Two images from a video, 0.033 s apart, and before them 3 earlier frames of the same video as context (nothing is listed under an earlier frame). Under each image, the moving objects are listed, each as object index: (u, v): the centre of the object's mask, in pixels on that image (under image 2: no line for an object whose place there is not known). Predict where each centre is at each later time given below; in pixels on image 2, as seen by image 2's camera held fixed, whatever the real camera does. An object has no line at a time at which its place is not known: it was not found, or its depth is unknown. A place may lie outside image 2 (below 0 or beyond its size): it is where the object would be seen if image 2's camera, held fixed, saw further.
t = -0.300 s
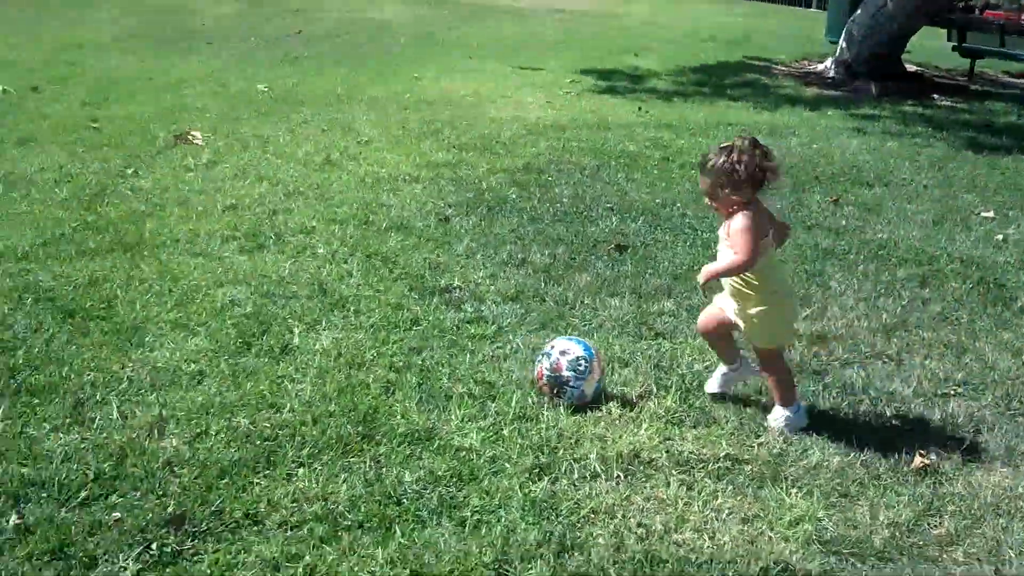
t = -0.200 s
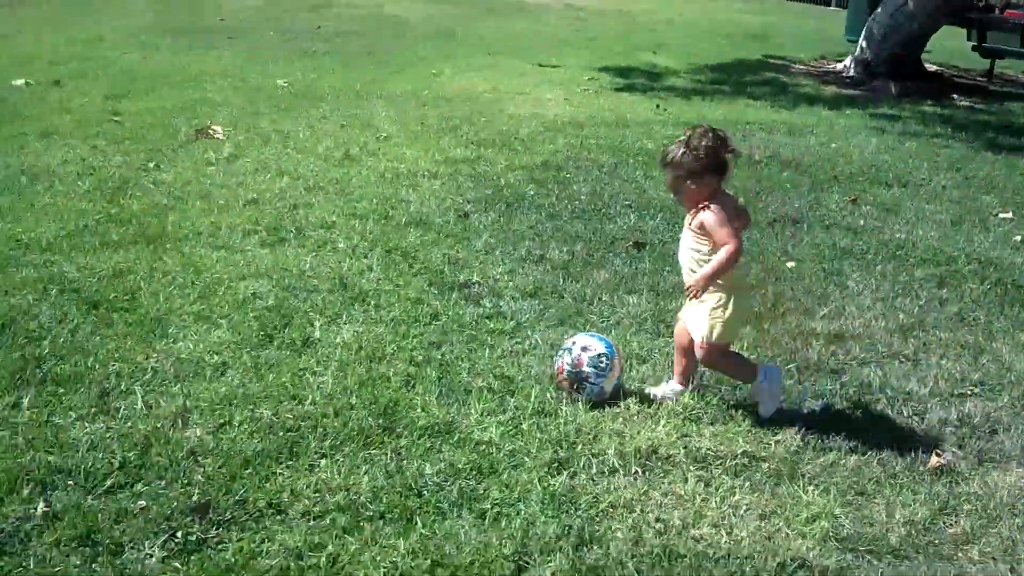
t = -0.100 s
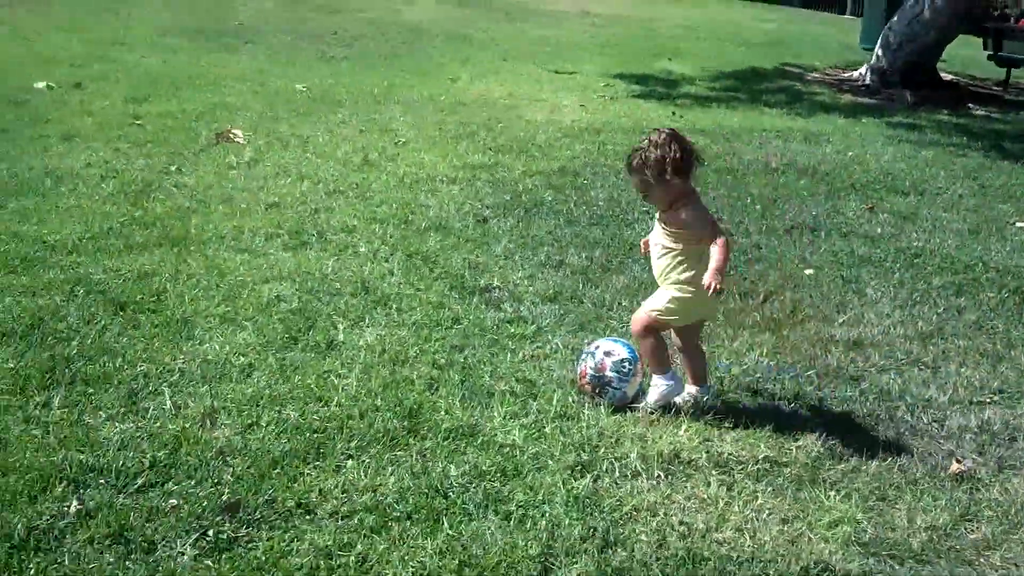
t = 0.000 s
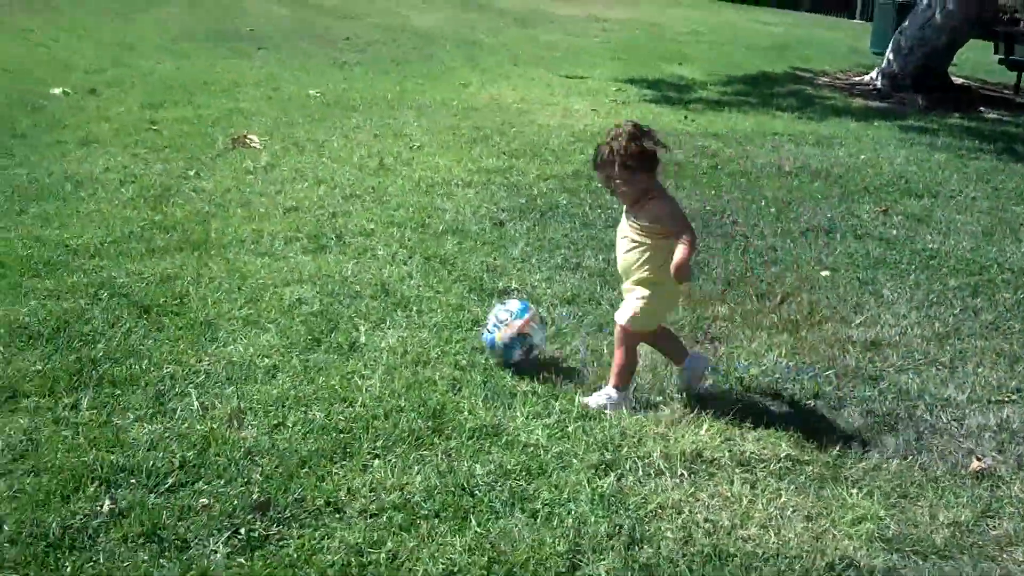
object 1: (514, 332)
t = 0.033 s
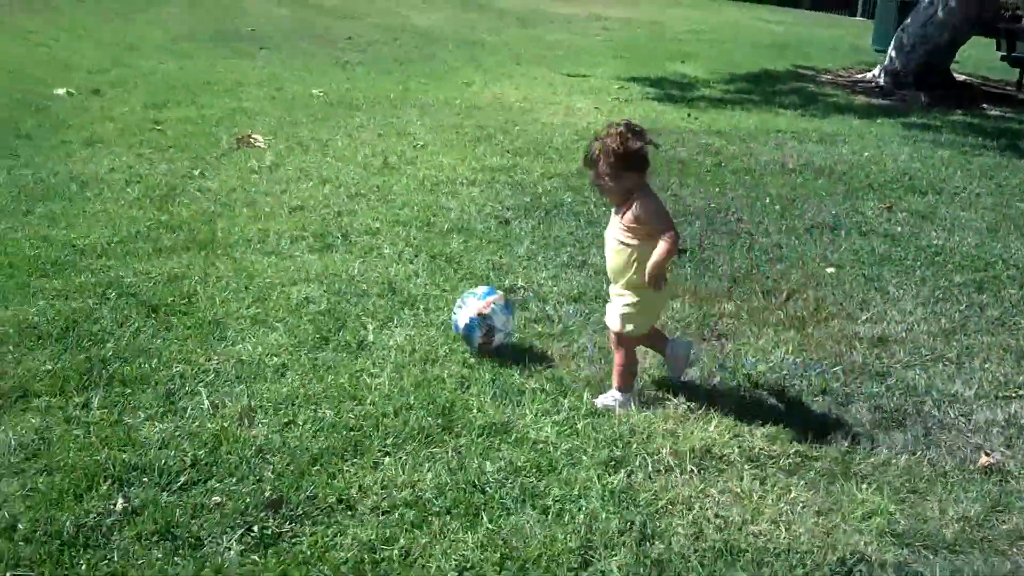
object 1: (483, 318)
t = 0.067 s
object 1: (446, 309)
